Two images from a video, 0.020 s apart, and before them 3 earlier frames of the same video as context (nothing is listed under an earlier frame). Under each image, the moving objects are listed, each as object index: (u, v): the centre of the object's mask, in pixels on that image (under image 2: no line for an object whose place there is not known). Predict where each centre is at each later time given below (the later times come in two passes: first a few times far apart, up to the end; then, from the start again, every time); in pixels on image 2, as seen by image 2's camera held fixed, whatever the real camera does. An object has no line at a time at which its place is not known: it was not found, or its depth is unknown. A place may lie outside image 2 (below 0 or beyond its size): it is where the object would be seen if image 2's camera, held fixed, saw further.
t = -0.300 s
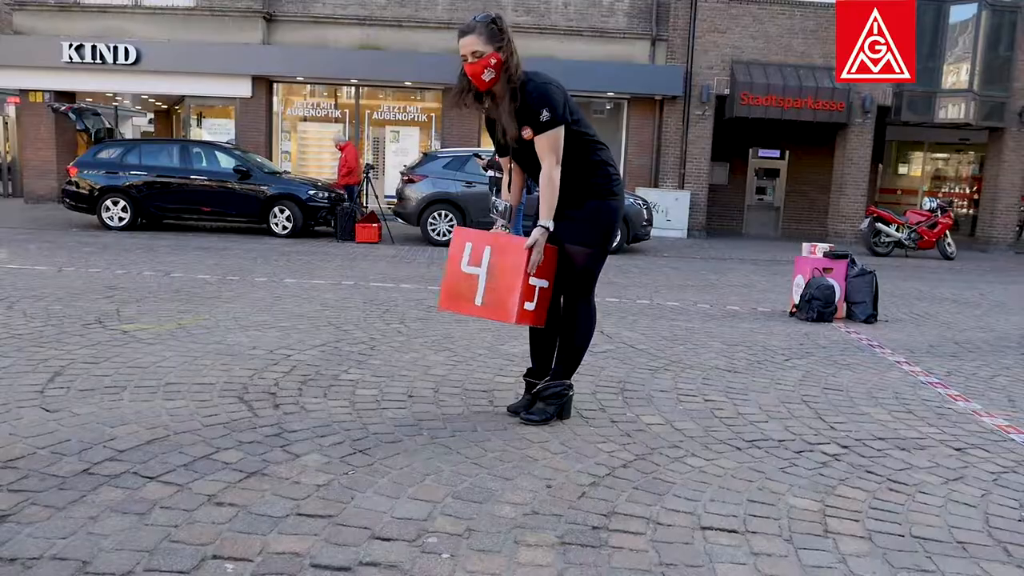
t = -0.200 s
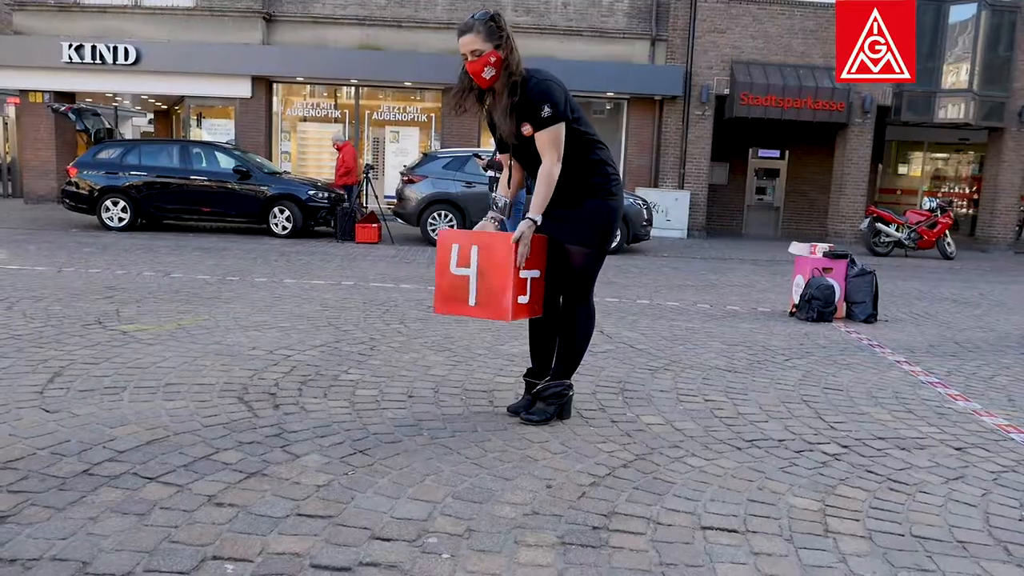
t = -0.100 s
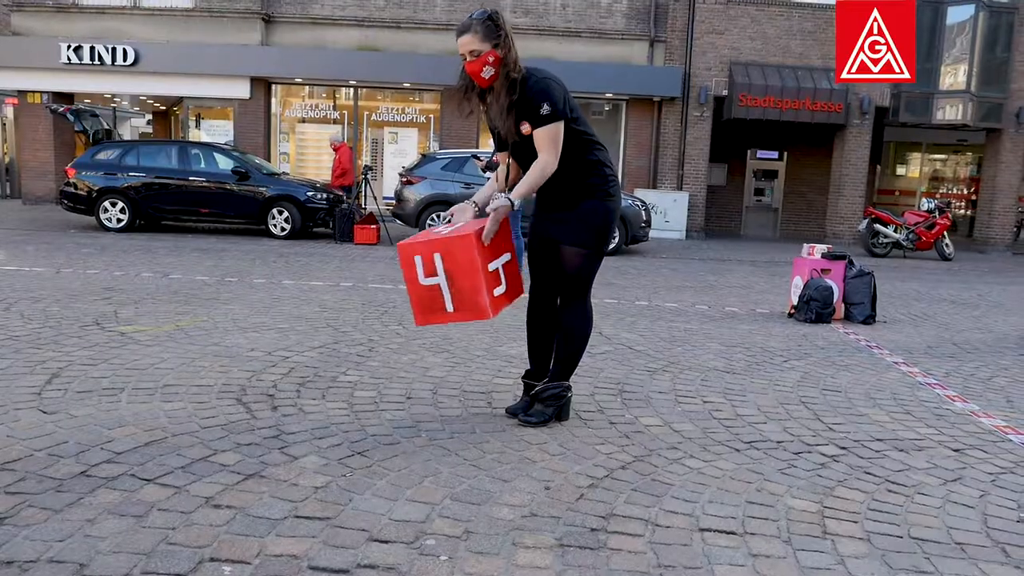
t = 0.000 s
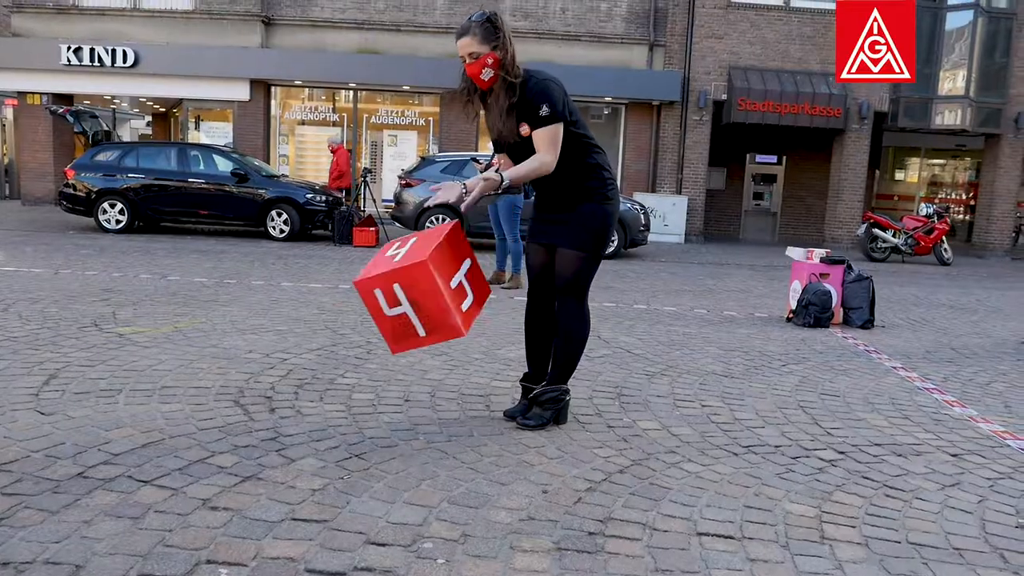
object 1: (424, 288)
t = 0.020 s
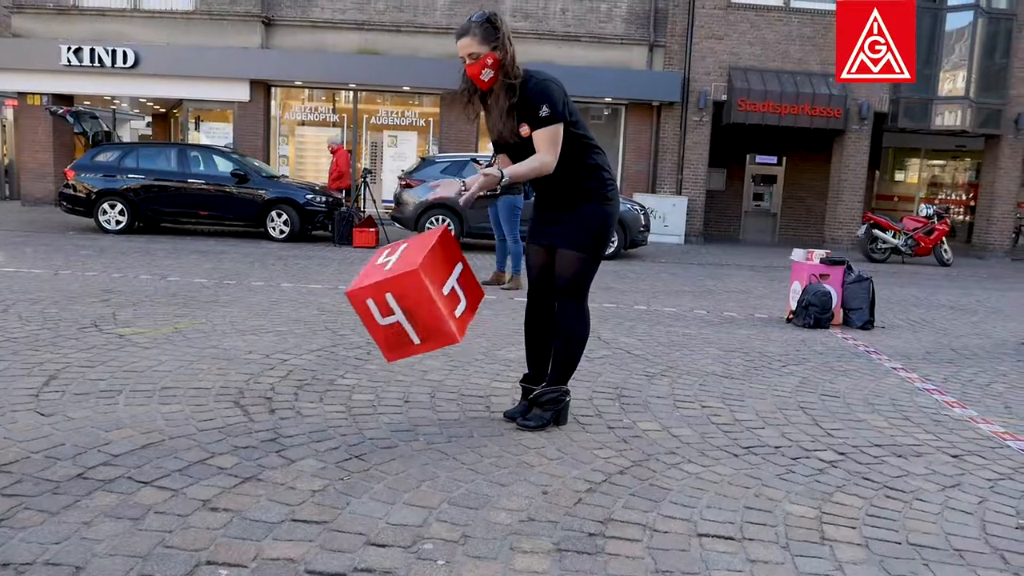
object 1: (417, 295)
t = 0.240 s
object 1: (333, 367)
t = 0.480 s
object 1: (267, 385)
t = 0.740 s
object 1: (199, 444)
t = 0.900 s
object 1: (181, 458)
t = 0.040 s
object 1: (409, 301)
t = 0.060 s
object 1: (401, 309)
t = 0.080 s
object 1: (393, 317)
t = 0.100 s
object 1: (385, 327)
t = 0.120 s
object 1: (376, 338)
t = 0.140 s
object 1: (368, 350)
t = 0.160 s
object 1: (360, 363)
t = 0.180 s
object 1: (353, 369)
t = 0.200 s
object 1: (346, 368)
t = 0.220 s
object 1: (339, 367)
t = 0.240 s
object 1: (333, 367)
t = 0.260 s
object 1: (326, 368)
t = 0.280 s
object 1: (319, 370)
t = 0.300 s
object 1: (311, 373)
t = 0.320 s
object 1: (305, 377)
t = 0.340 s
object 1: (297, 382)
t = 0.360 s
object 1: (292, 381)
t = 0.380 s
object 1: (287, 378)
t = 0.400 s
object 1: (283, 377)
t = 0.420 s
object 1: (278, 377)
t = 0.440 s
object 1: (274, 379)
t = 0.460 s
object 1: (271, 381)
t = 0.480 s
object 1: (267, 385)
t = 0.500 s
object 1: (262, 393)
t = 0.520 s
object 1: (256, 403)
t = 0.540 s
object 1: (251, 412)
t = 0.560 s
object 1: (247, 418)
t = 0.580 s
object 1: (243, 423)
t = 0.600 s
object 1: (237, 426)
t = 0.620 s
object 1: (232, 430)
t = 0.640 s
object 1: (226, 434)
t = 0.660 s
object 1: (220, 438)
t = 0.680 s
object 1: (214, 440)
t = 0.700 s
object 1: (209, 441)
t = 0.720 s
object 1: (203, 443)
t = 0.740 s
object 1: (199, 444)
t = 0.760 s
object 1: (194, 447)
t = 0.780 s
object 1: (190, 449)
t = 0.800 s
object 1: (188, 451)
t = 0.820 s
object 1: (186, 453)
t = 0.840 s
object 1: (184, 455)
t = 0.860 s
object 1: (183, 456)
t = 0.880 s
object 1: (182, 457)
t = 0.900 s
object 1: (181, 458)
